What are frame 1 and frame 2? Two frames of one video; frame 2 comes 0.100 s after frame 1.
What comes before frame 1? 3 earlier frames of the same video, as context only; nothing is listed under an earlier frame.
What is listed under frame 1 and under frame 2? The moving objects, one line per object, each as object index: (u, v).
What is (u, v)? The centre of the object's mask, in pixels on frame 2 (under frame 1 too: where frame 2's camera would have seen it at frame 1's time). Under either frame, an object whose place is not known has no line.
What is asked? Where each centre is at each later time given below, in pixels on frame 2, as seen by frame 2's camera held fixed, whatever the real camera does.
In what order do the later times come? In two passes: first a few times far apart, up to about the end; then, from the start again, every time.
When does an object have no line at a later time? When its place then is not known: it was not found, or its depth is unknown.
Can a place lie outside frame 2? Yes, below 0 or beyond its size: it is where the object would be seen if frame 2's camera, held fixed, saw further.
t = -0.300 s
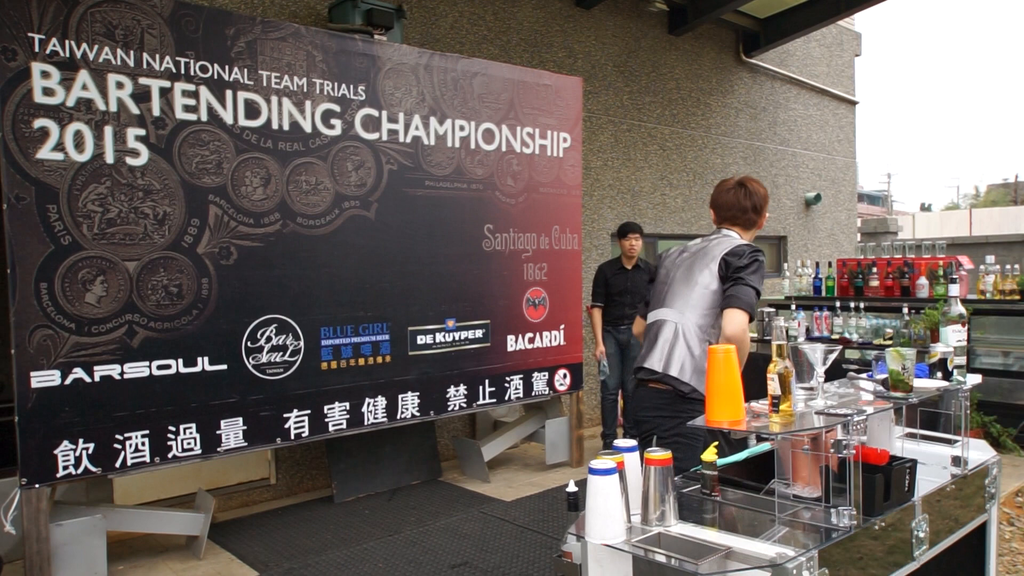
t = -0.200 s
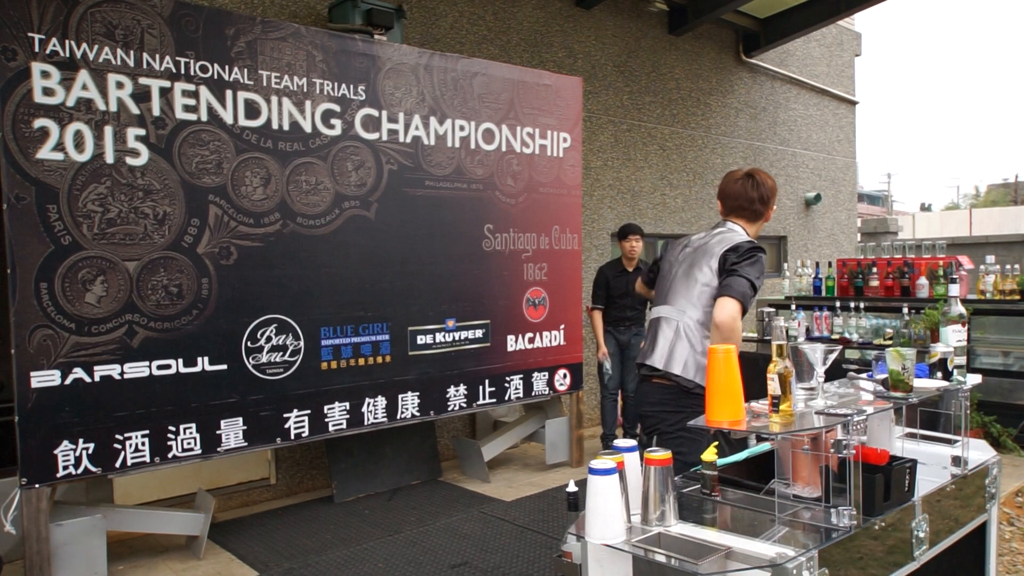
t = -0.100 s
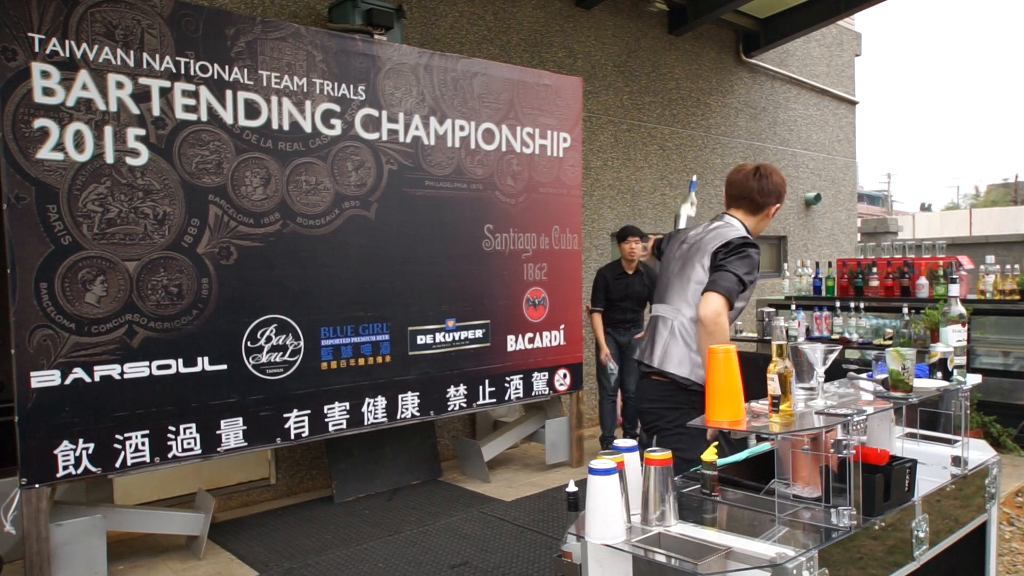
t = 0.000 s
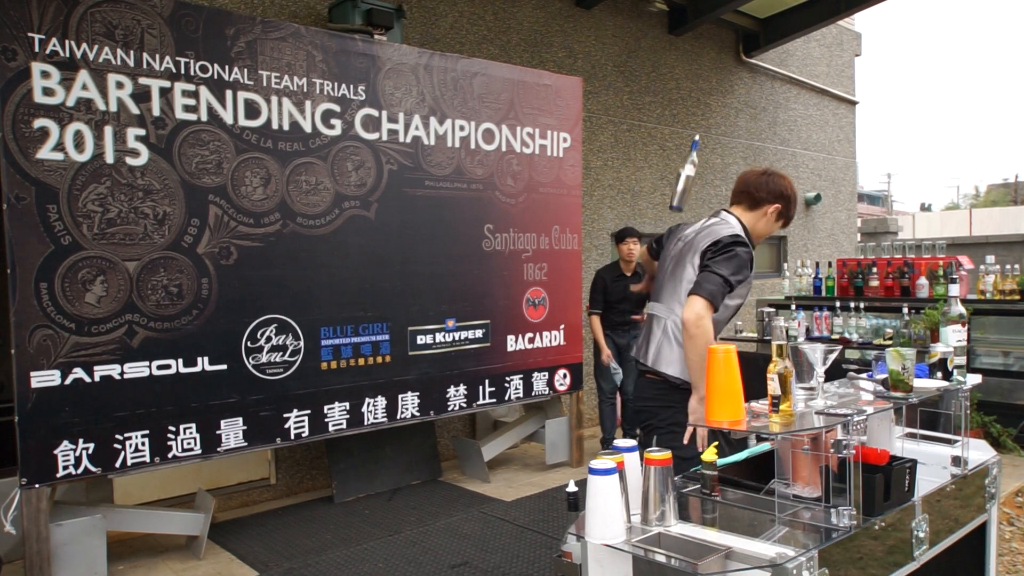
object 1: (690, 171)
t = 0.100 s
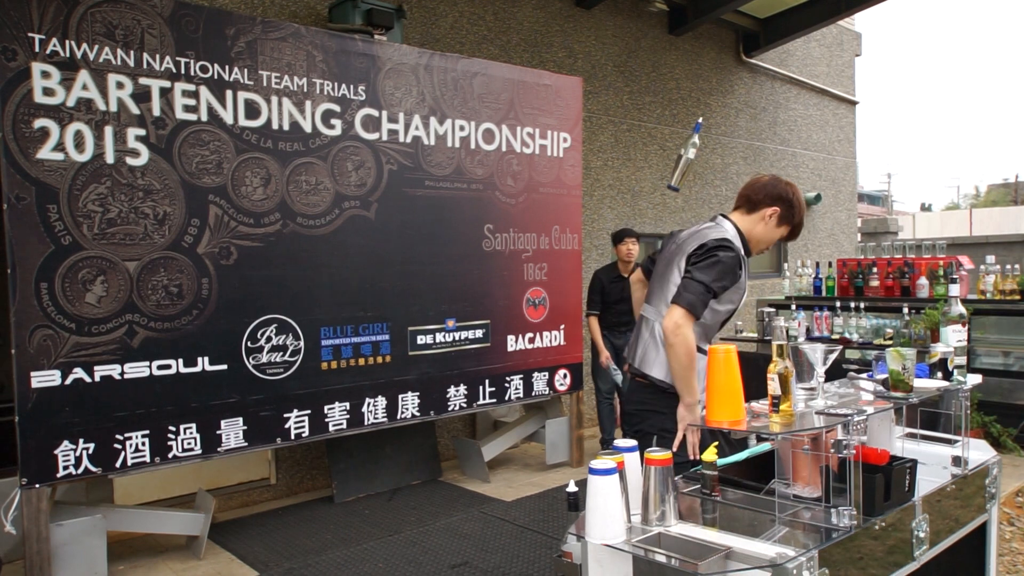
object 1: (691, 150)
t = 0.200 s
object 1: (692, 153)
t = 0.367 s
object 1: (695, 194)
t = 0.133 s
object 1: (691, 149)
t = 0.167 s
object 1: (692, 150)
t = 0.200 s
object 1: (692, 153)
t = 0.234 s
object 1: (692, 157)
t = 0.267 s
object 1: (693, 164)
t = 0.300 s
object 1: (693, 171)
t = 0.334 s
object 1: (694, 182)
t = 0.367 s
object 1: (695, 194)
